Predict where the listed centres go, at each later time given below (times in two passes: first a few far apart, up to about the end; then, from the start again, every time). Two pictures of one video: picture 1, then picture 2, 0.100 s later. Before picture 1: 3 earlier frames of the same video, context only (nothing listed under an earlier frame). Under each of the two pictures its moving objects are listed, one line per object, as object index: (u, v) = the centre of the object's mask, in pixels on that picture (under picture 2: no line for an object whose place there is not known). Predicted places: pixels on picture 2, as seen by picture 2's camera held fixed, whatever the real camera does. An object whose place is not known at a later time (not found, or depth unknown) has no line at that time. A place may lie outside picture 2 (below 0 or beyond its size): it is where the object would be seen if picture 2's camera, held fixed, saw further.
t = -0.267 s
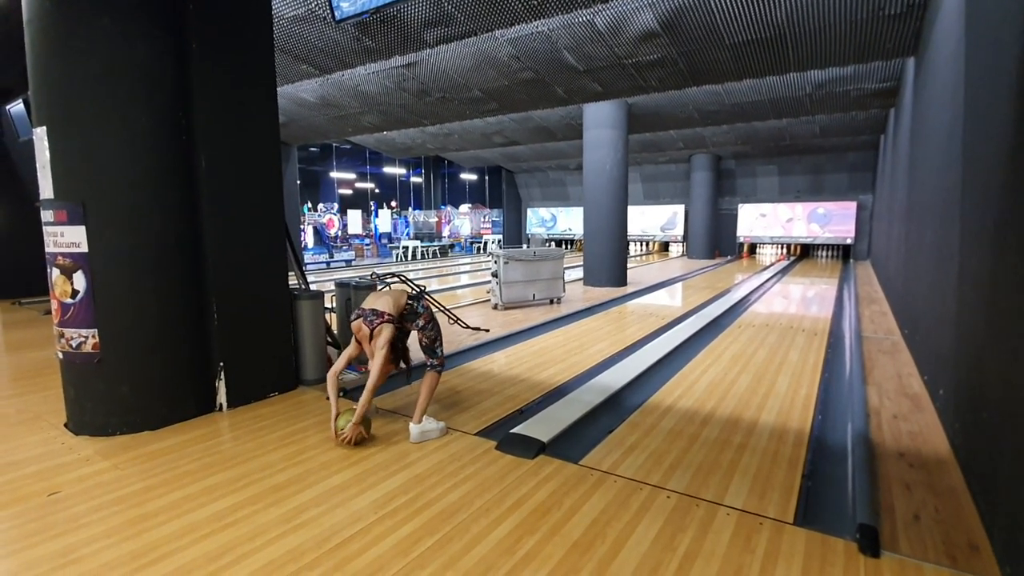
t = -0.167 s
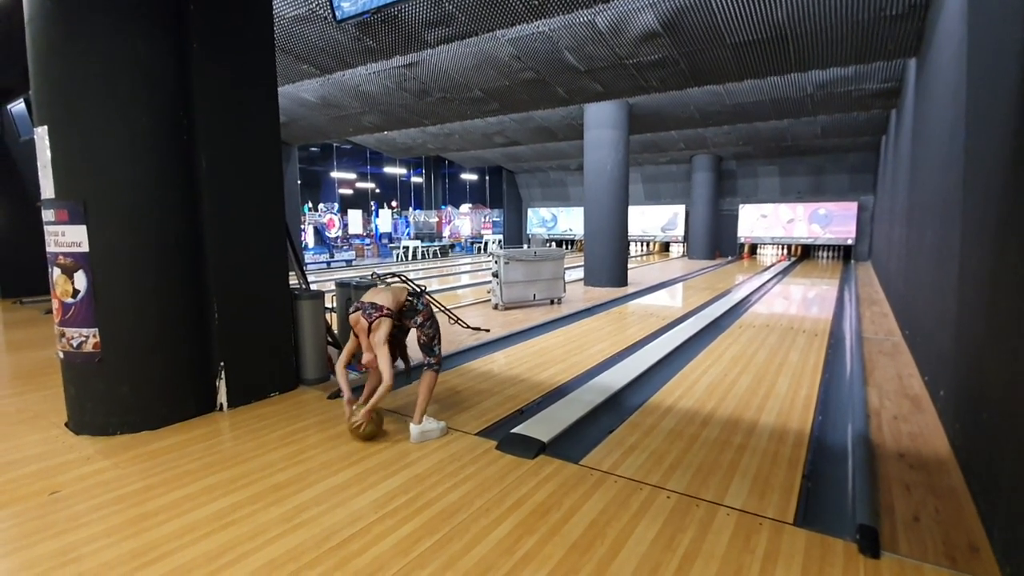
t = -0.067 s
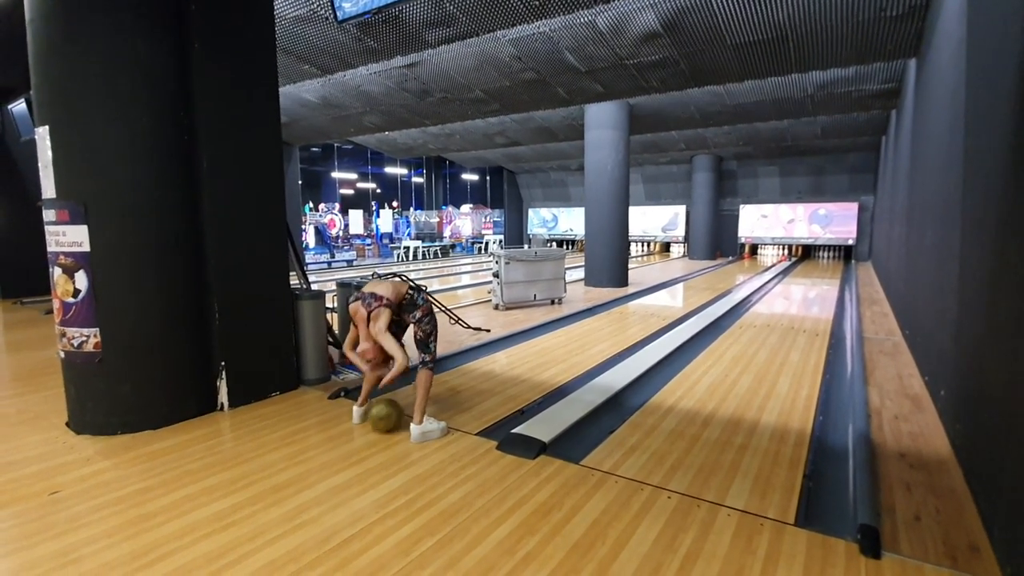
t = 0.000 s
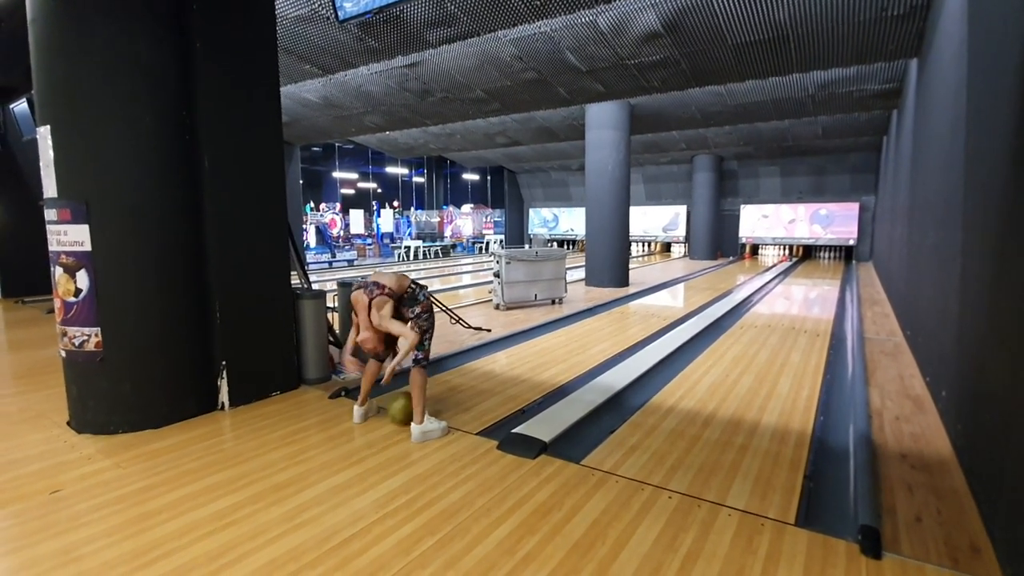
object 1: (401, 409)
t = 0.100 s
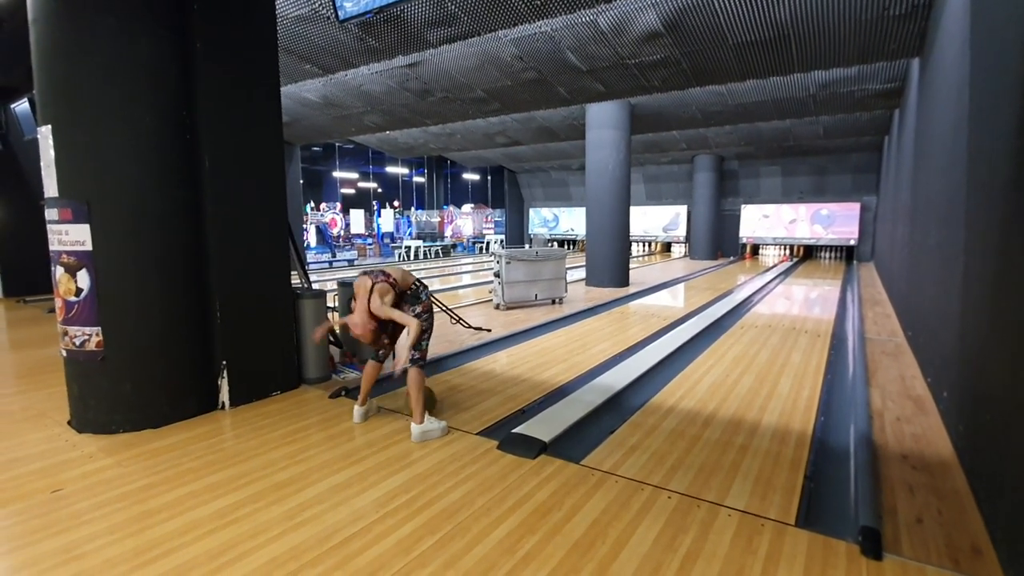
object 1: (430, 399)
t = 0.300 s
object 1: (451, 390)
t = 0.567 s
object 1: (486, 377)
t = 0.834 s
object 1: (516, 366)
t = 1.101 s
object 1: (542, 356)
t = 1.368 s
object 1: (565, 347)
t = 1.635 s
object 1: (585, 340)
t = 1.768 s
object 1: (595, 336)
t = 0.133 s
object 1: (432, 399)
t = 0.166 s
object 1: (434, 397)
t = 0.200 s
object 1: (437, 395)
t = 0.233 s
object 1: (441, 393)
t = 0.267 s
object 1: (446, 392)
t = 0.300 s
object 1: (451, 390)
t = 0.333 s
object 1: (456, 388)
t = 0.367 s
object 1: (461, 387)
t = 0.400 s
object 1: (465, 385)
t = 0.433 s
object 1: (469, 383)
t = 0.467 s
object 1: (474, 382)
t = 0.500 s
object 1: (478, 380)
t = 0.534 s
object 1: (482, 379)
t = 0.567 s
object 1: (486, 377)
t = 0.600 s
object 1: (490, 376)
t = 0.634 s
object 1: (494, 374)
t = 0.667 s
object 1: (498, 372)
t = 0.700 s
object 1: (502, 371)
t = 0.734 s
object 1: (505, 370)
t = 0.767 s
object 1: (509, 368)
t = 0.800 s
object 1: (512, 367)
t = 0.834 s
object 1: (516, 366)
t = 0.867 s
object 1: (519, 364)
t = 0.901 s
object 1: (523, 363)
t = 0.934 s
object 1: (526, 362)
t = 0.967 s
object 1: (529, 361)
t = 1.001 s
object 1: (533, 359)
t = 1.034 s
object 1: (536, 358)
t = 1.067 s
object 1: (539, 357)
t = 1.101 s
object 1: (542, 356)
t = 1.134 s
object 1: (545, 355)
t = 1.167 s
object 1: (548, 354)
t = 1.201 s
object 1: (551, 353)
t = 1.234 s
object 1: (554, 352)
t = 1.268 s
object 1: (557, 351)
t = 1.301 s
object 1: (560, 350)
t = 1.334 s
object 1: (562, 348)
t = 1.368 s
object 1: (565, 347)
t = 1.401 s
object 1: (568, 346)
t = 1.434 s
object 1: (570, 345)
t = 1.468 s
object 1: (573, 345)
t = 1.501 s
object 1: (575, 344)
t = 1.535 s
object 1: (578, 343)
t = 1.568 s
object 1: (580, 342)
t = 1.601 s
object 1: (583, 341)
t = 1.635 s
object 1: (585, 340)
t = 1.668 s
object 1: (588, 339)
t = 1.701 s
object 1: (590, 338)
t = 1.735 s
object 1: (592, 337)
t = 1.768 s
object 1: (595, 336)
